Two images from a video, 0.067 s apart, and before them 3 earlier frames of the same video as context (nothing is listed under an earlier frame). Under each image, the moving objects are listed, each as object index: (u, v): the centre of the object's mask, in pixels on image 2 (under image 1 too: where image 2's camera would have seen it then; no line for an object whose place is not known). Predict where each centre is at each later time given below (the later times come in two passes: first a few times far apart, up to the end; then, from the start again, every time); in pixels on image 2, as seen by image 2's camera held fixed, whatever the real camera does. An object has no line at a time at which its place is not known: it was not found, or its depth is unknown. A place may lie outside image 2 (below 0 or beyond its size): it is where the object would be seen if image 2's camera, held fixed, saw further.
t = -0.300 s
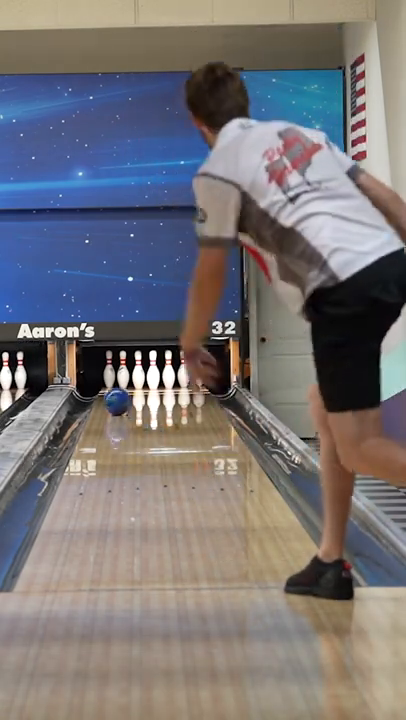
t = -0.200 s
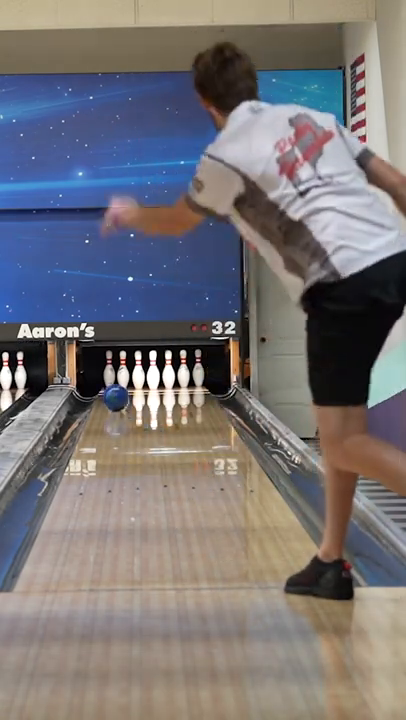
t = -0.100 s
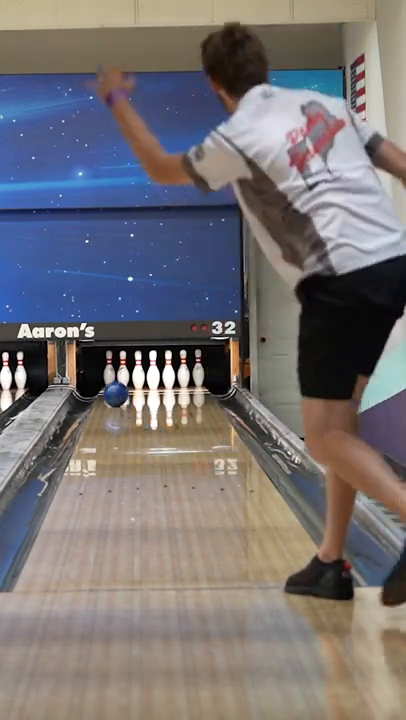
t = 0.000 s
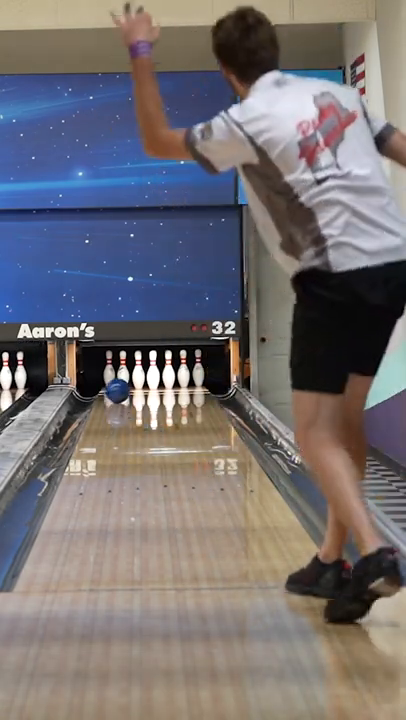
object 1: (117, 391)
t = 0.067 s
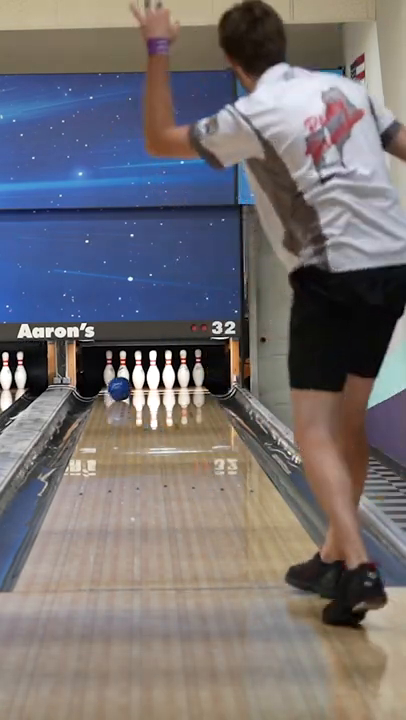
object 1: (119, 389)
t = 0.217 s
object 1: (127, 385)
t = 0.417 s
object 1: (142, 379)
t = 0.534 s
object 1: (145, 378)
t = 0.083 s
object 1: (120, 388)
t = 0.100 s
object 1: (121, 388)
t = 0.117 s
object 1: (122, 387)
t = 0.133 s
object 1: (122, 387)
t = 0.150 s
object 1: (123, 387)
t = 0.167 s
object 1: (124, 386)
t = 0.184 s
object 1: (126, 385)
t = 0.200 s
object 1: (126, 385)
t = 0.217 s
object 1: (127, 385)
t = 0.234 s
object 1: (129, 384)
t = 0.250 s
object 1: (130, 384)
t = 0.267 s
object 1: (131, 383)
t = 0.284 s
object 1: (132, 383)
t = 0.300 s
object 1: (133, 383)
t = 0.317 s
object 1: (135, 382)
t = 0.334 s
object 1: (136, 382)
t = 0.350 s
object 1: (137, 381)
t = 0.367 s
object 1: (139, 380)
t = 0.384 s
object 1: (140, 380)
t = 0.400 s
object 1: (141, 379)
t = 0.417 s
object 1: (142, 379)
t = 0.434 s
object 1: (143, 379)
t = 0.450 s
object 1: (144, 379)
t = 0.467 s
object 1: (143, 379)
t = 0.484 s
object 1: (144, 378)
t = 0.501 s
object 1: (144, 378)
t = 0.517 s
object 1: (145, 378)
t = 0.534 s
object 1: (145, 378)
